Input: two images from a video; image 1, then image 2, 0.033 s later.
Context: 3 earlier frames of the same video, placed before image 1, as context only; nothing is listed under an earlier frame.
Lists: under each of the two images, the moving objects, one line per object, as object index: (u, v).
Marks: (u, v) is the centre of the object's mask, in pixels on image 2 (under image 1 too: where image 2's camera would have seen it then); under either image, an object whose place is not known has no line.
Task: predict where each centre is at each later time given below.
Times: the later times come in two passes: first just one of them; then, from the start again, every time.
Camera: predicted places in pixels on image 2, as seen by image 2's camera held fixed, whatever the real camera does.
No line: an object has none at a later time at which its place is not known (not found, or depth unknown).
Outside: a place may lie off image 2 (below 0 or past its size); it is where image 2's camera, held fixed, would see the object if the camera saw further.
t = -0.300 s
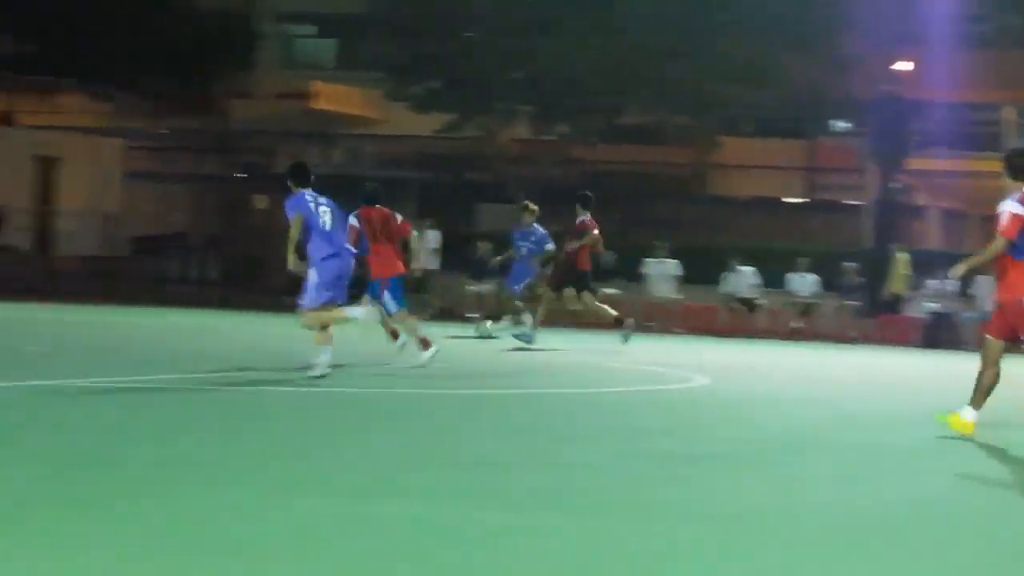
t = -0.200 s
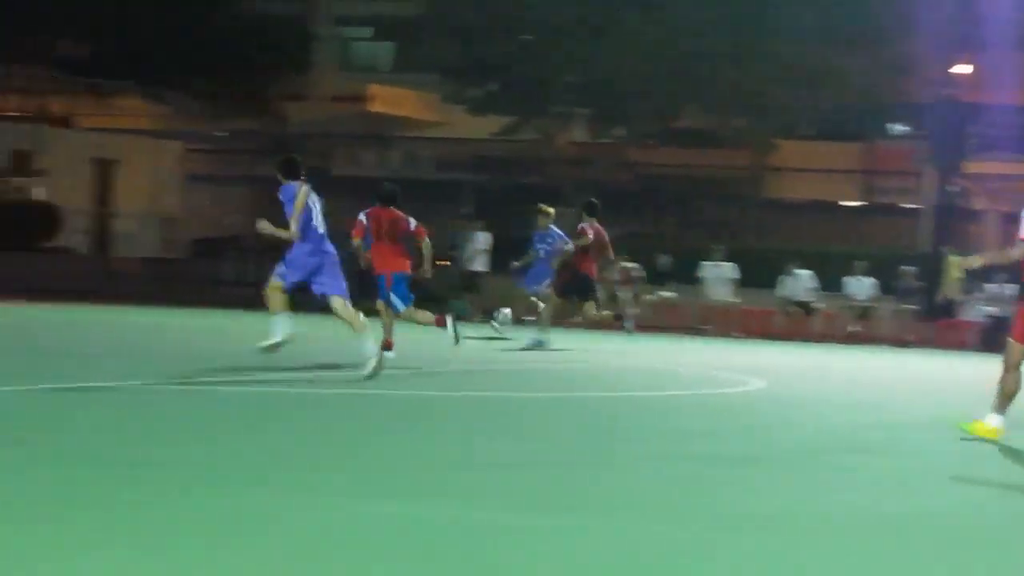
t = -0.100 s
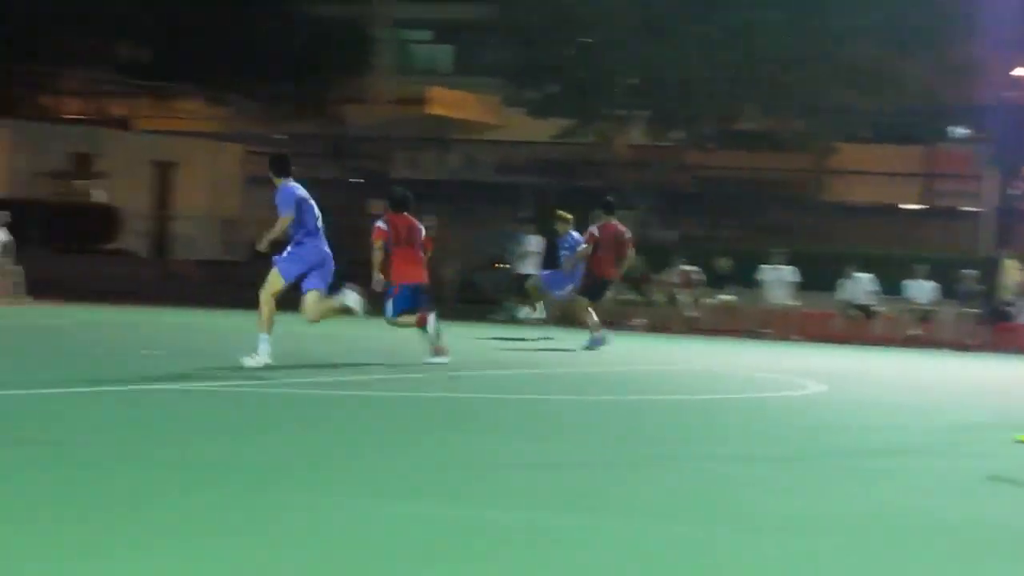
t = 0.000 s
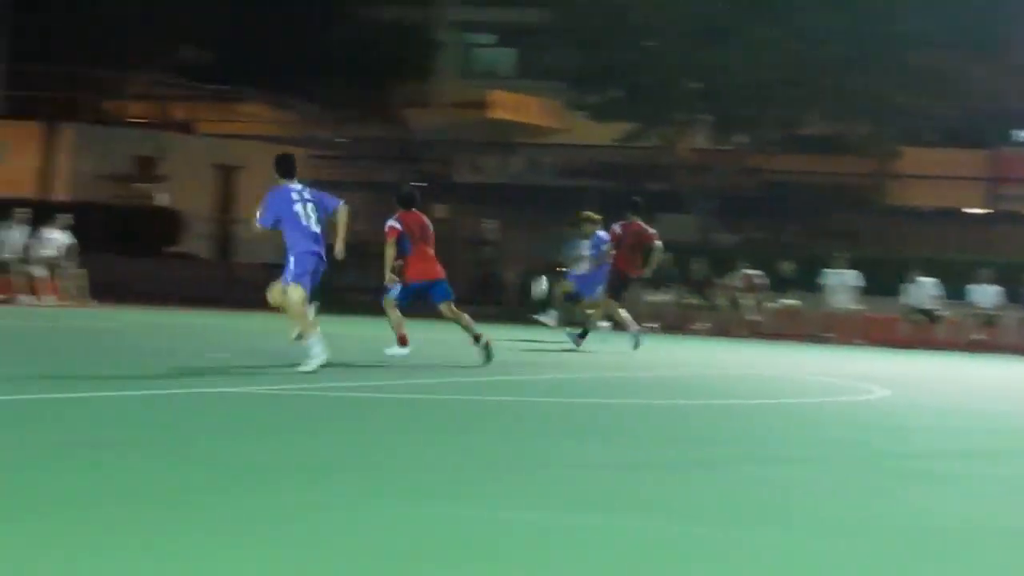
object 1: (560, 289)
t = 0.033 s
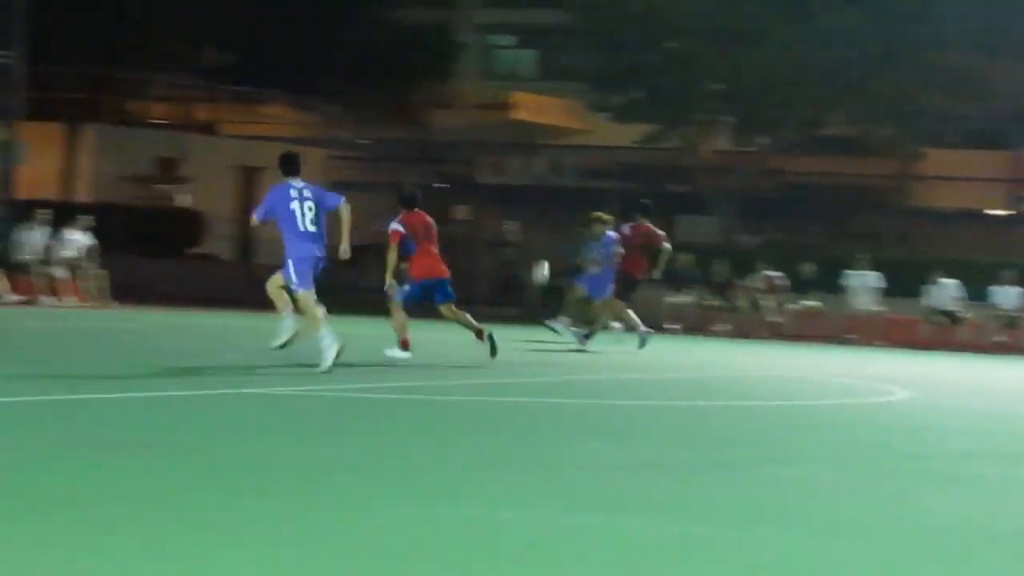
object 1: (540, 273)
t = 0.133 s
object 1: (480, 225)
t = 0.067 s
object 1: (521, 257)
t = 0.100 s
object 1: (501, 240)
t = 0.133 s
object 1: (480, 225)
